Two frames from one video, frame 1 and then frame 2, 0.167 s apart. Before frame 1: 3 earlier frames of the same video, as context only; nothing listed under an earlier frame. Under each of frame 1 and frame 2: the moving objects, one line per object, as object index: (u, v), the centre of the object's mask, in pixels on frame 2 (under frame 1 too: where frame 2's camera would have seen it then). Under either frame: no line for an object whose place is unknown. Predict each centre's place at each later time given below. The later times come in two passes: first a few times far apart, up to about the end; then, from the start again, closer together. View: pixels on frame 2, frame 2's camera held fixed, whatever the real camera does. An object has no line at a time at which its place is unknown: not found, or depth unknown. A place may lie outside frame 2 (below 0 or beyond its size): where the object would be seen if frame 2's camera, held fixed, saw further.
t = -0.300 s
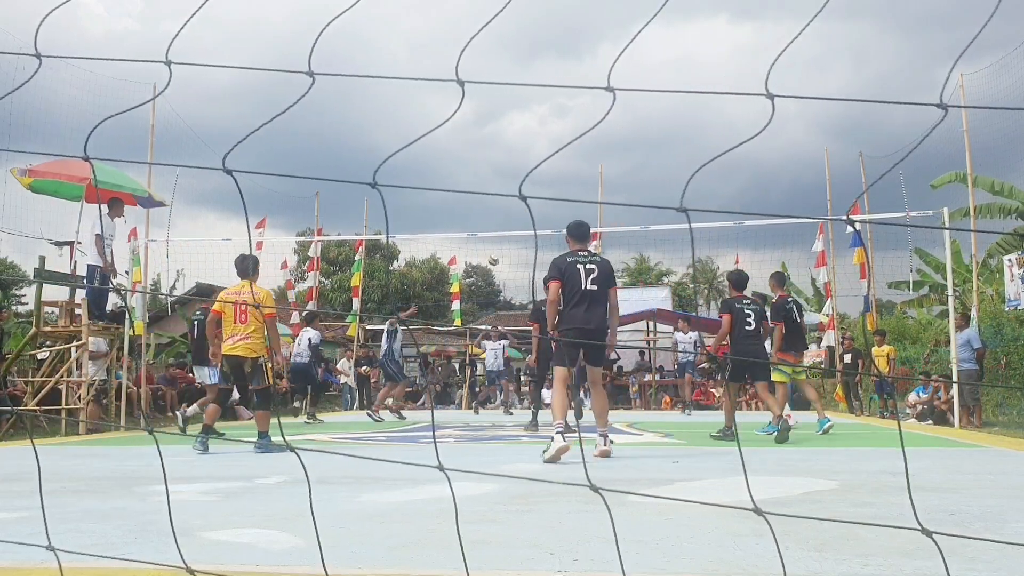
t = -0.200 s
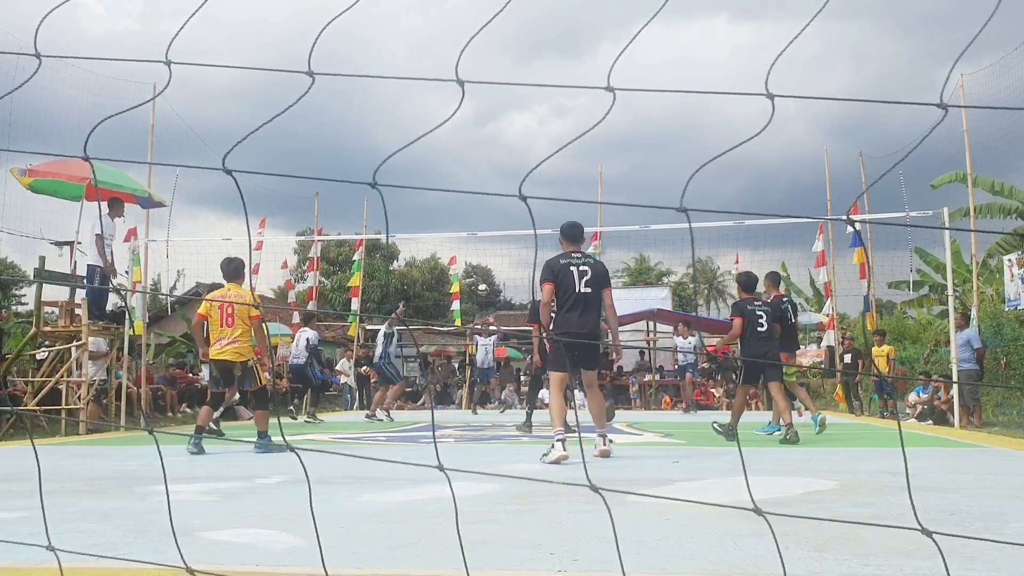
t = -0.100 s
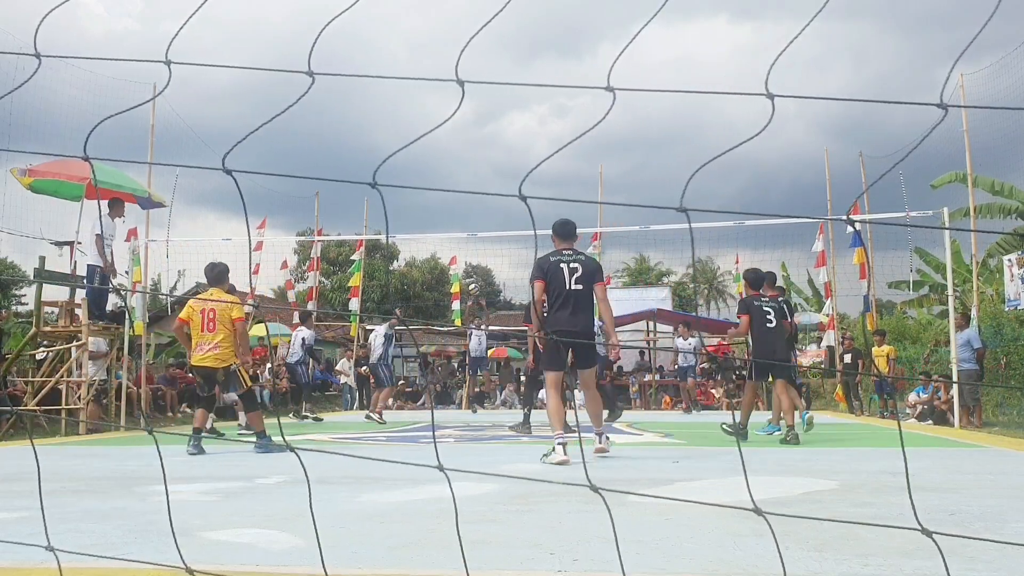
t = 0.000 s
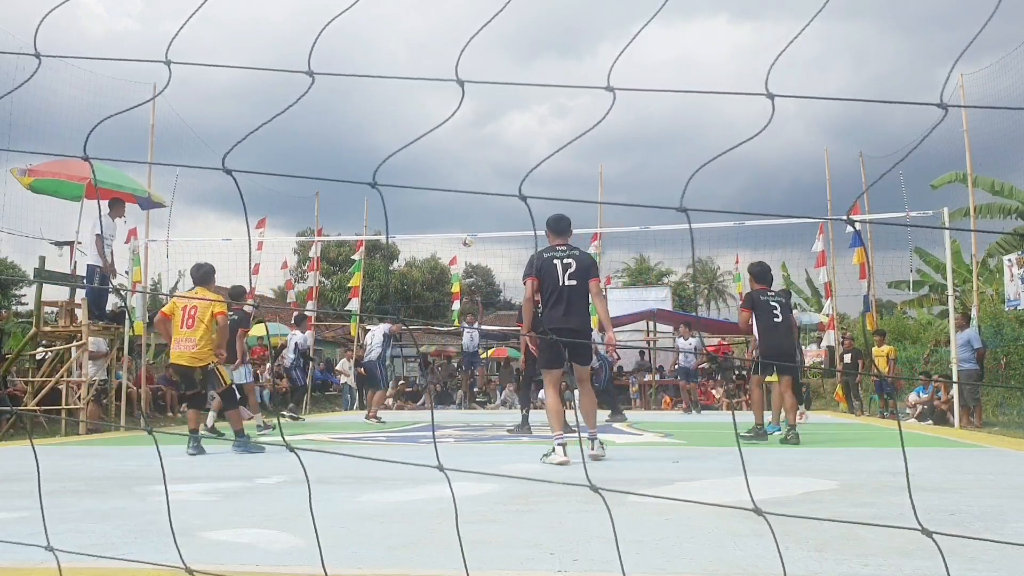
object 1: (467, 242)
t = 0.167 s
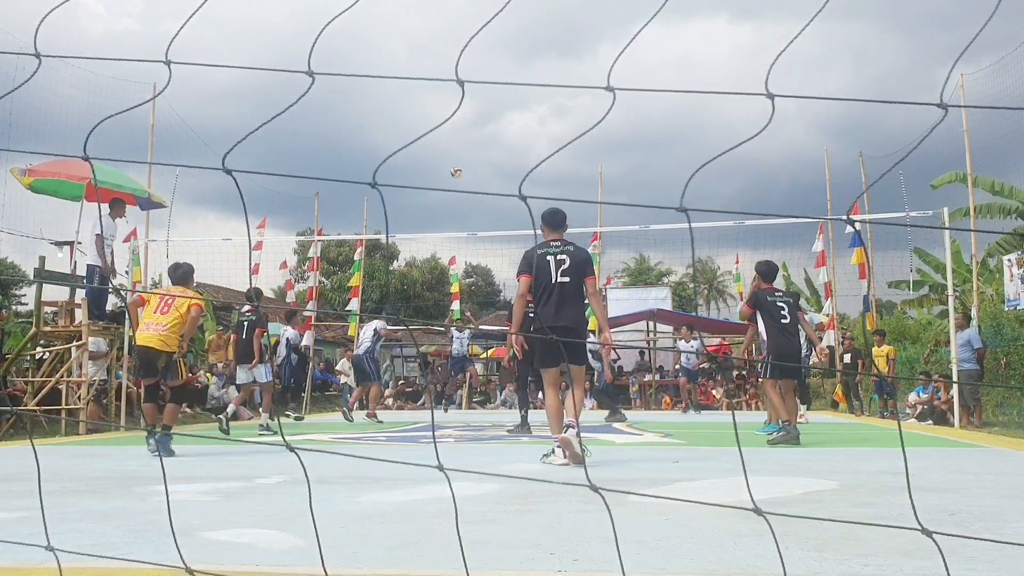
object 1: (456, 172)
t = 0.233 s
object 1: (452, 148)
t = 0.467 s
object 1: (434, 80)
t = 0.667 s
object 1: (417, 43)
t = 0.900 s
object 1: (397, 27)
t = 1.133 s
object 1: (375, 43)
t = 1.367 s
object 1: (352, 94)
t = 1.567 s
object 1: (331, 169)
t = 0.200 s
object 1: (454, 160)
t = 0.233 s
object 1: (452, 148)
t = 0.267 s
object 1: (449, 136)
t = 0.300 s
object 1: (447, 126)
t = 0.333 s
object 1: (444, 116)
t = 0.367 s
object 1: (442, 106)
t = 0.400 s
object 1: (439, 97)
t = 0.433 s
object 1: (437, 88)
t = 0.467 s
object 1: (434, 80)
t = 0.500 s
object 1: (431, 72)
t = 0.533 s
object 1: (428, 65)
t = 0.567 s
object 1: (426, 58)
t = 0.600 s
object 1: (423, 53)
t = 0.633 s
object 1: (420, 48)
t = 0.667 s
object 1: (417, 43)
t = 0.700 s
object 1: (415, 39)
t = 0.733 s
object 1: (412, 35)
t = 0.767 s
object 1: (409, 32)
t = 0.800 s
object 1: (406, 30)
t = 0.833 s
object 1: (403, 28)
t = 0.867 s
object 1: (400, 27)
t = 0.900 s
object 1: (397, 27)
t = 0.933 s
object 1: (394, 27)
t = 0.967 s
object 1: (391, 28)
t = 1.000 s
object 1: (388, 29)
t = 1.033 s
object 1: (385, 32)
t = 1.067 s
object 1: (382, 35)
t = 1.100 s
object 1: (378, 38)
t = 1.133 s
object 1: (375, 43)
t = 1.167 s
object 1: (372, 48)
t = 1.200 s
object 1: (369, 53)
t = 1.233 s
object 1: (365, 60)
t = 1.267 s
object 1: (362, 68)
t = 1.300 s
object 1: (359, 76)
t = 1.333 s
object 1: (356, 84)
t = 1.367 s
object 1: (352, 94)
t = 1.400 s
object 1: (348, 104)
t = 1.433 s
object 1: (345, 115)
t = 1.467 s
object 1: (341, 128)
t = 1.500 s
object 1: (339, 141)
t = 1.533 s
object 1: (334, 155)
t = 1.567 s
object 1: (331, 169)
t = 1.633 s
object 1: (323, 201)
